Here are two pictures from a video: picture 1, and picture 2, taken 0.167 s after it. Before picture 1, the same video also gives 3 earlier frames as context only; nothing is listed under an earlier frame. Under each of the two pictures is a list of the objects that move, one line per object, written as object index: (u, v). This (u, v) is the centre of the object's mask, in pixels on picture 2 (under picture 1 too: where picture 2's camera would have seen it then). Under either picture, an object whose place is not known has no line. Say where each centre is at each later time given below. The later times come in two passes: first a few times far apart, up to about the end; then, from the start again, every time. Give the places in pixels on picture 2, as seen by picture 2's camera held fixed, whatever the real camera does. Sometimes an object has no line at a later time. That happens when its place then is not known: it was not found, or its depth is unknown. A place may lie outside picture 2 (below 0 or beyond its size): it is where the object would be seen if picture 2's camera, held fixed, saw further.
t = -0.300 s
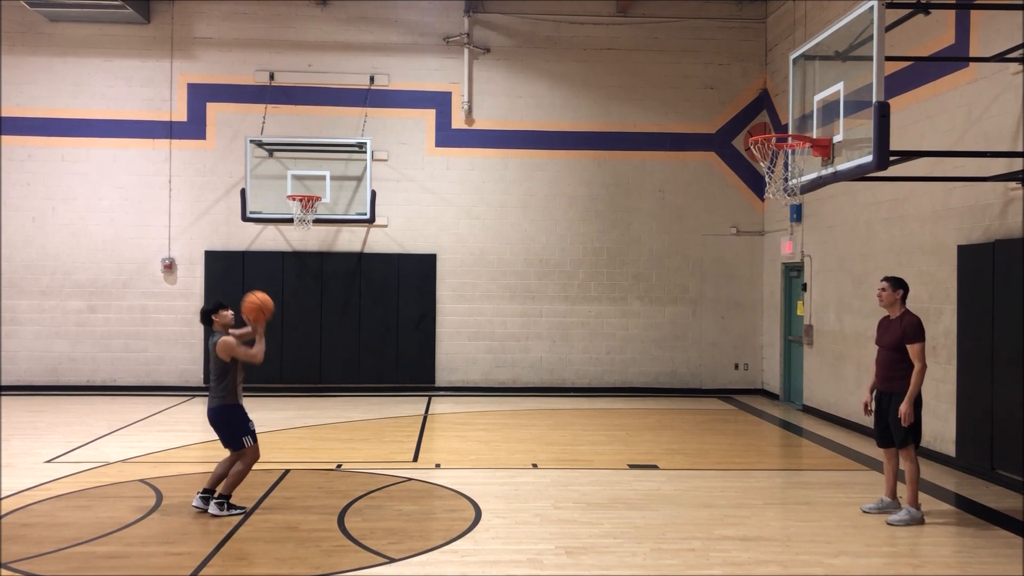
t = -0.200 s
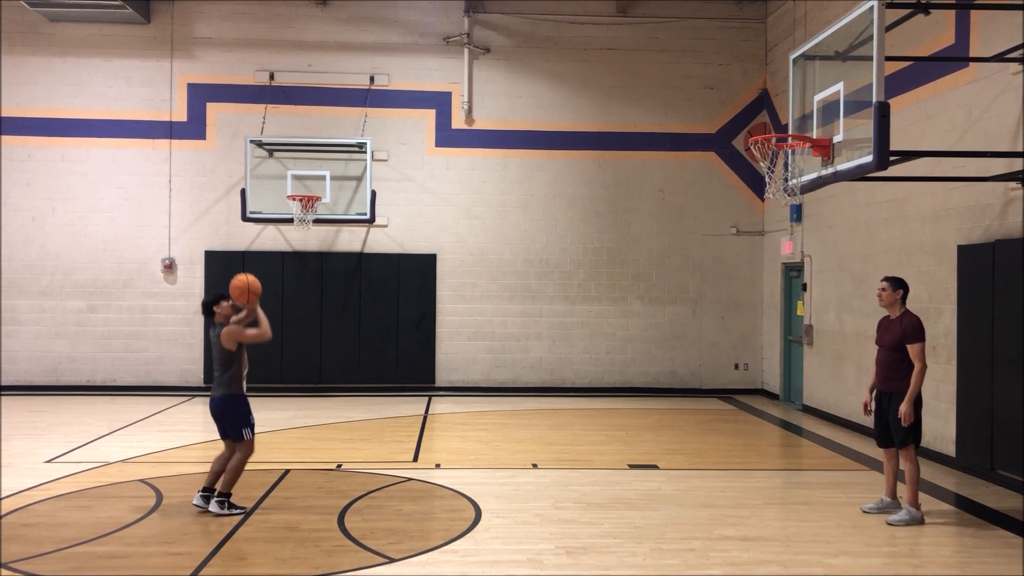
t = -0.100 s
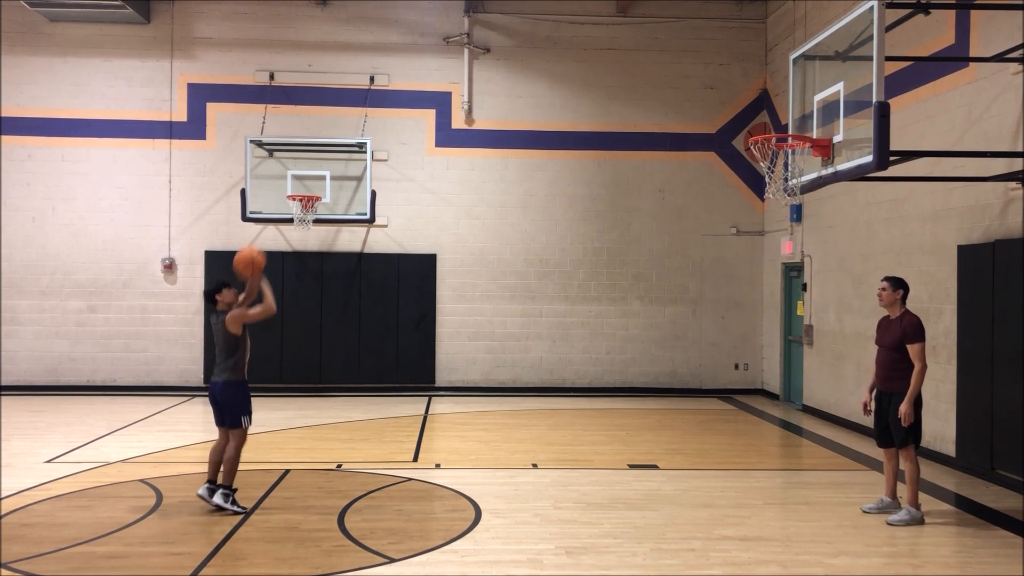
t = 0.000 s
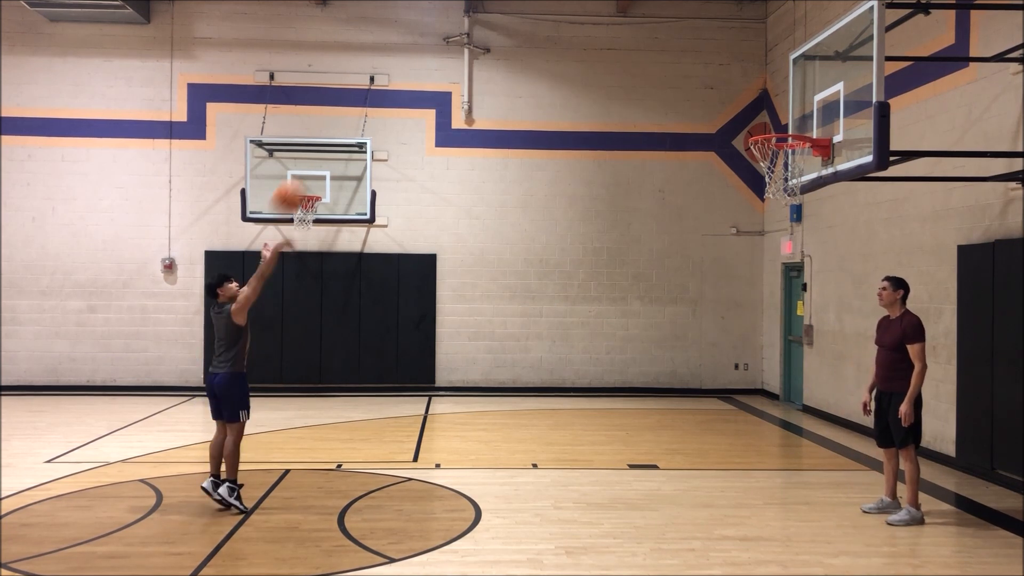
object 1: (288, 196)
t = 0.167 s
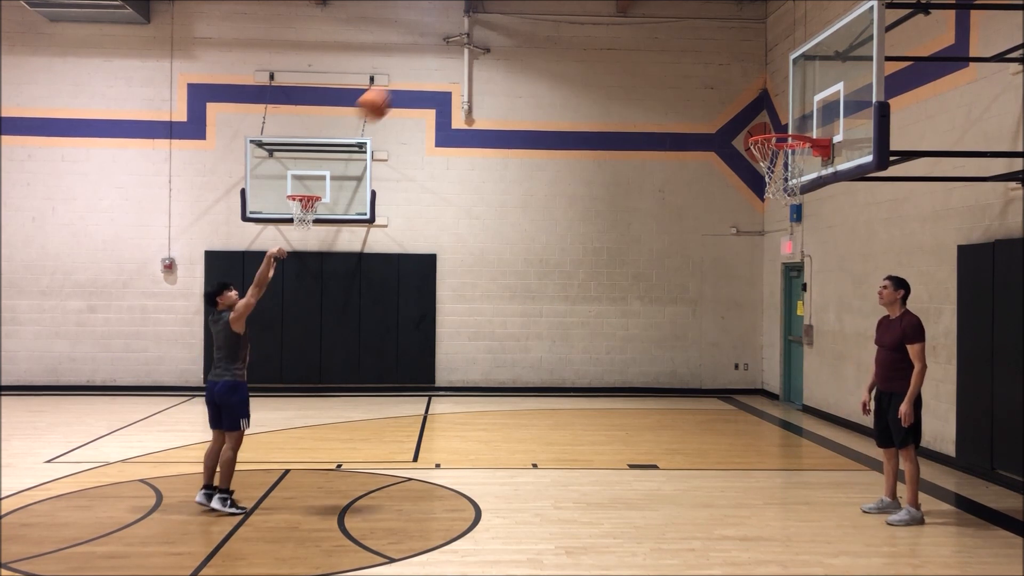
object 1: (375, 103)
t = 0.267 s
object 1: (425, 64)
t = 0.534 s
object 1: (551, 19)
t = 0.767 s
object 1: (659, 49)
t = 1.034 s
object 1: (769, 121)
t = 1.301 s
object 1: (797, 114)
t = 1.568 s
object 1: (774, 127)
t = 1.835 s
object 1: (787, 181)
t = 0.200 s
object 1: (391, 89)
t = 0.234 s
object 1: (407, 76)
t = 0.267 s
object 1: (425, 64)
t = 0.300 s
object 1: (440, 54)
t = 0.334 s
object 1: (455, 45)
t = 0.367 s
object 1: (473, 37)
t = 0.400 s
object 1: (487, 31)
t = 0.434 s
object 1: (504, 26)
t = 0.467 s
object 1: (519, 23)
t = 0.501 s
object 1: (535, 20)
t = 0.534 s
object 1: (551, 19)
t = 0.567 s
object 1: (566, 19)
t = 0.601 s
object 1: (582, 21)
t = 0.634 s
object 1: (598, 24)
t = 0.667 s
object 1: (612, 28)
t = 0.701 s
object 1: (629, 34)
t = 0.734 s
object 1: (644, 40)
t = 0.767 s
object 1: (659, 49)
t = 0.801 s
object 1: (674, 58)
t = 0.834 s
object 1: (690, 69)
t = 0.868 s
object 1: (704, 81)
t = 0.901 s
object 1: (718, 93)
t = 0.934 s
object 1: (735, 110)
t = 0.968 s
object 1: (750, 124)
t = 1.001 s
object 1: (759, 123)
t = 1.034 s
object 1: (769, 121)
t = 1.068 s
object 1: (777, 120)
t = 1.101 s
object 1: (788, 120)
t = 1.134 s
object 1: (797, 120)
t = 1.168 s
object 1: (806, 122)
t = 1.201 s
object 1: (813, 123)
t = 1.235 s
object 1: (808, 119)
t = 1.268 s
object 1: (803, 117)
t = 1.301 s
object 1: (797, 114)
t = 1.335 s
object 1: (792, 114)
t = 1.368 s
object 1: (787, 115)
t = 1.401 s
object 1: (781, 118)
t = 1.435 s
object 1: (775, 120)
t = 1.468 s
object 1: (769, 124)
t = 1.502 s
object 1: (768, 126)
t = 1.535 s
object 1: (771, 126)
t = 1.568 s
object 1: (774, 127)
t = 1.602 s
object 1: (778, 134)
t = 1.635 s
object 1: (780, 139)
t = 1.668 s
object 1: (782, 147)
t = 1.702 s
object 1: (785, 151)
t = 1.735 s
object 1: (786, 155)
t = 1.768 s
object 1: (787, 163)
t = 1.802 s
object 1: (787, 170)
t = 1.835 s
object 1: (787, 181)
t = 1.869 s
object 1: (787, 189)
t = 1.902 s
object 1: (789, 200)
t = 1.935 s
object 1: (788, 213)
